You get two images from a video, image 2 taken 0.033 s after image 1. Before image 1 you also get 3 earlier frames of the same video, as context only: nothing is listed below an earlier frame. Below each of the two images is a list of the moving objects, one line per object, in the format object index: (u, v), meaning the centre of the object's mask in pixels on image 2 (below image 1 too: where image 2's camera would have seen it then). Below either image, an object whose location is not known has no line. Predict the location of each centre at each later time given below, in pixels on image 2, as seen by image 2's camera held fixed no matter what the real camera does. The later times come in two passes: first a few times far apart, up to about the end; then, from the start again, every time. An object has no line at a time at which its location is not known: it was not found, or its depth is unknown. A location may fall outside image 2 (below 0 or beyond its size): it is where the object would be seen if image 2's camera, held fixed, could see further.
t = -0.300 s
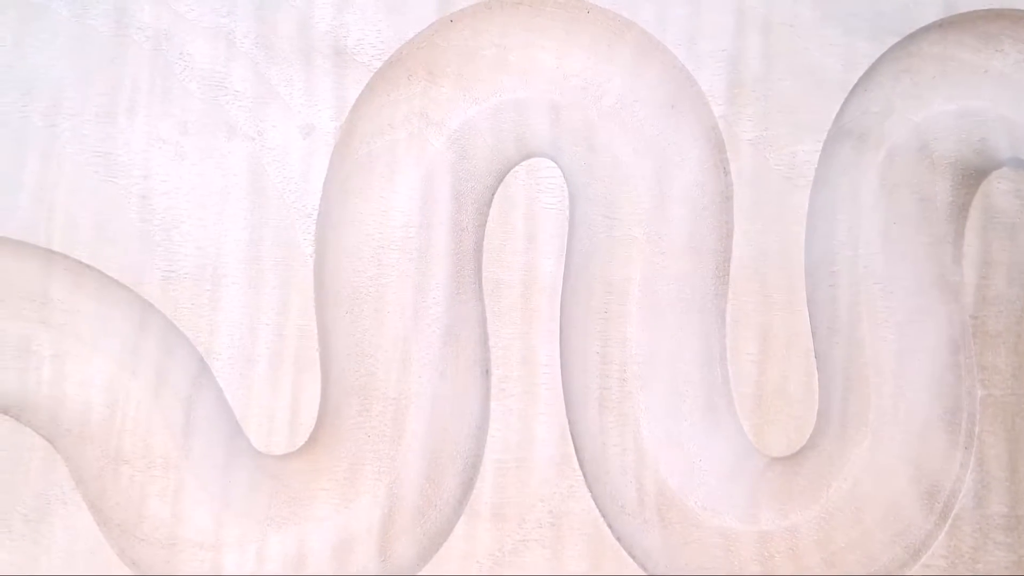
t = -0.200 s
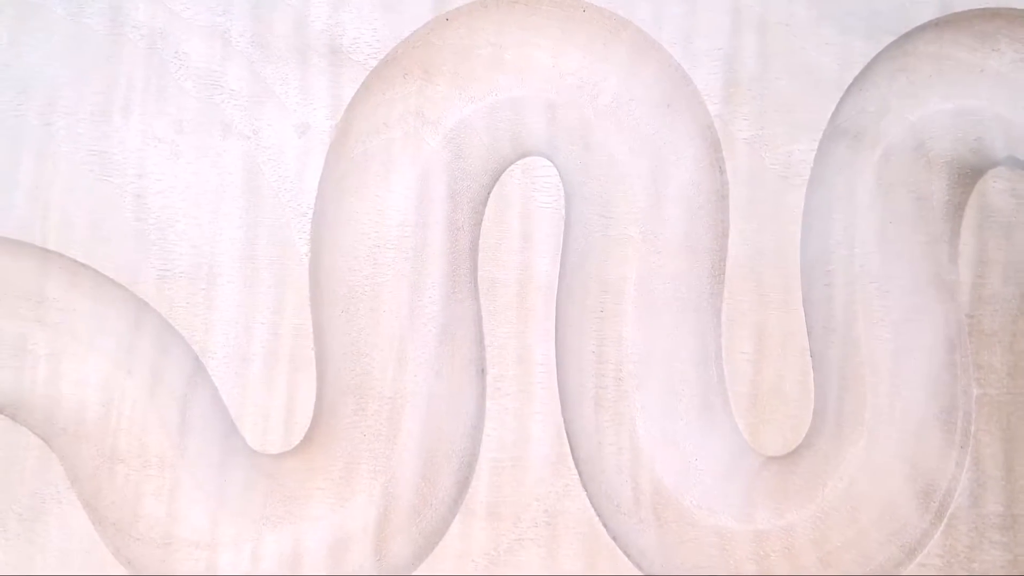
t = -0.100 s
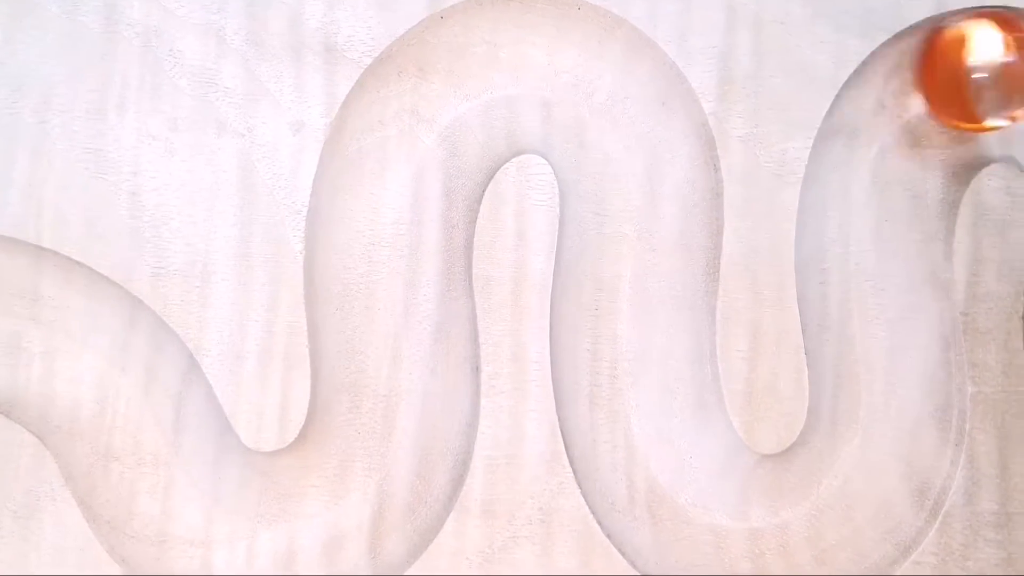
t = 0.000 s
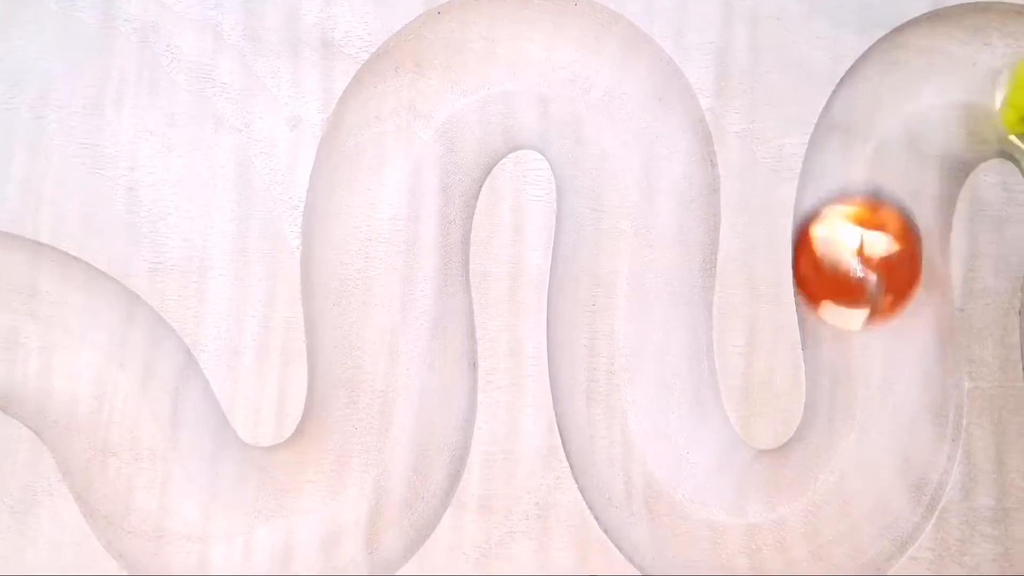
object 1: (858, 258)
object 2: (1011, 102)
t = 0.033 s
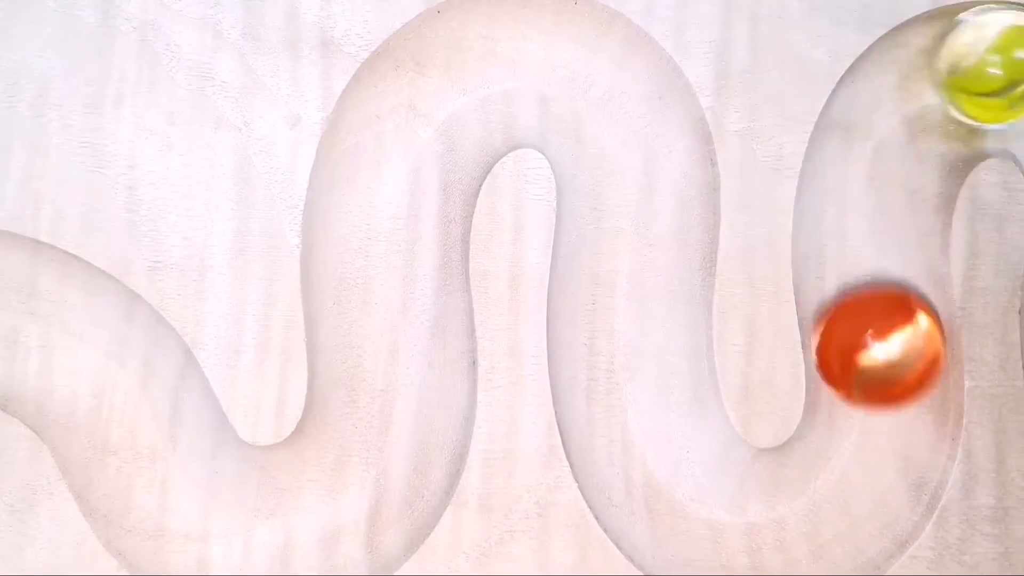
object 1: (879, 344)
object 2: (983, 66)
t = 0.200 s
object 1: (673, 501)
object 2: (885, 411)
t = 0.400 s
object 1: (582, 70)
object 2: (617, 342)
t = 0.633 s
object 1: (371, 487)
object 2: (387, 149)
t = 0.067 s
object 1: (897, 422)
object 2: (930, 80)
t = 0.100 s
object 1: (871, 478)
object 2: (878, 139)
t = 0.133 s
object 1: (807, 522)
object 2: (862, 230)
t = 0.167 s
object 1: (736, 531)
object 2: (868, 323)
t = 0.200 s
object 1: (673, 501)
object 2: (885, 411)
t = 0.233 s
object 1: (631, 429)
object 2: (877, 482)
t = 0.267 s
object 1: (619, 346)
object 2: (816, 524)
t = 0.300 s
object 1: (625, 262)
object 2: (742, 531)
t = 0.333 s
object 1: (638, 182)
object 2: (670, 502)
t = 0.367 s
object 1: (635, 110)
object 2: (628, 430)
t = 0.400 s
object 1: (582, 70)
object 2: (617, 342)
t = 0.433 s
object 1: (507, 54)
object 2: (624, 260)
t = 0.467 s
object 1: (435, 83)
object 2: (641, 174)
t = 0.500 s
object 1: (388, 152)
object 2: (633, 112)
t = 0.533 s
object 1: (373, 246)
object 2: (582, 68)
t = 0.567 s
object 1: (386, 339)
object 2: (509, 53)
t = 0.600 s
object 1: (403, 422)
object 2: (440, 85)
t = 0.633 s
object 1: (371, 487)
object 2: (387, 149)
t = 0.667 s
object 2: (374, 238)
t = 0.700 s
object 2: (385, 327)
